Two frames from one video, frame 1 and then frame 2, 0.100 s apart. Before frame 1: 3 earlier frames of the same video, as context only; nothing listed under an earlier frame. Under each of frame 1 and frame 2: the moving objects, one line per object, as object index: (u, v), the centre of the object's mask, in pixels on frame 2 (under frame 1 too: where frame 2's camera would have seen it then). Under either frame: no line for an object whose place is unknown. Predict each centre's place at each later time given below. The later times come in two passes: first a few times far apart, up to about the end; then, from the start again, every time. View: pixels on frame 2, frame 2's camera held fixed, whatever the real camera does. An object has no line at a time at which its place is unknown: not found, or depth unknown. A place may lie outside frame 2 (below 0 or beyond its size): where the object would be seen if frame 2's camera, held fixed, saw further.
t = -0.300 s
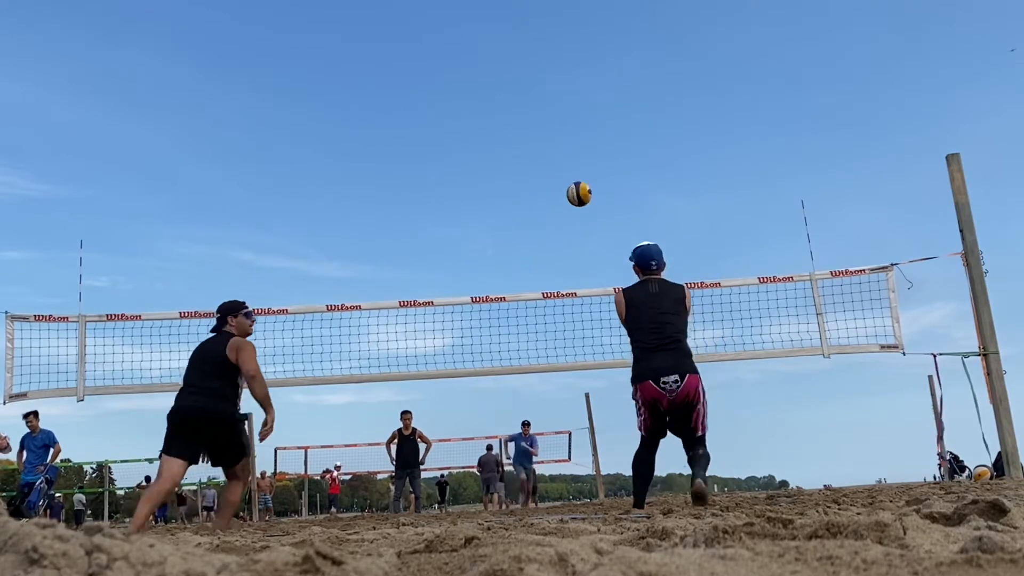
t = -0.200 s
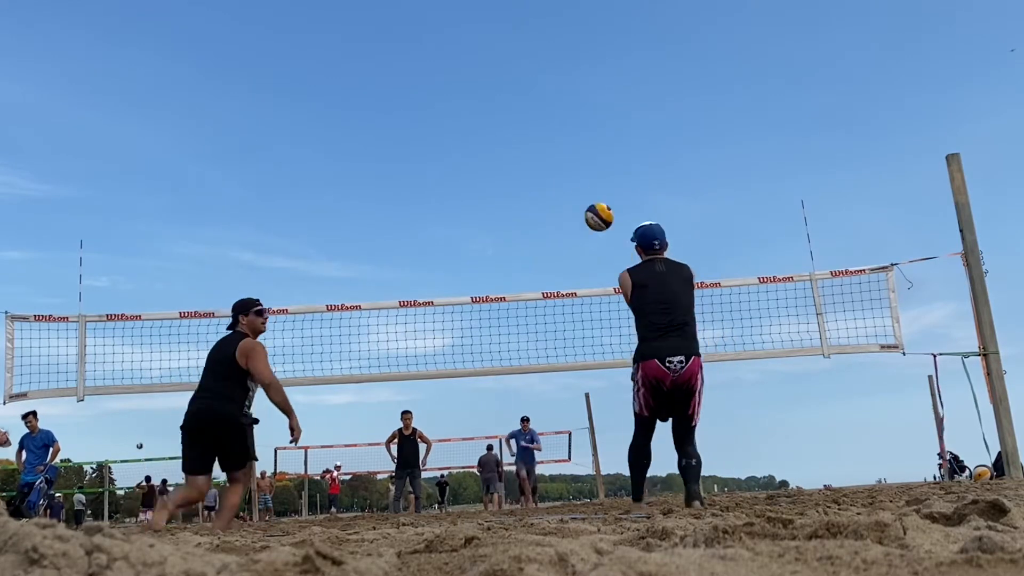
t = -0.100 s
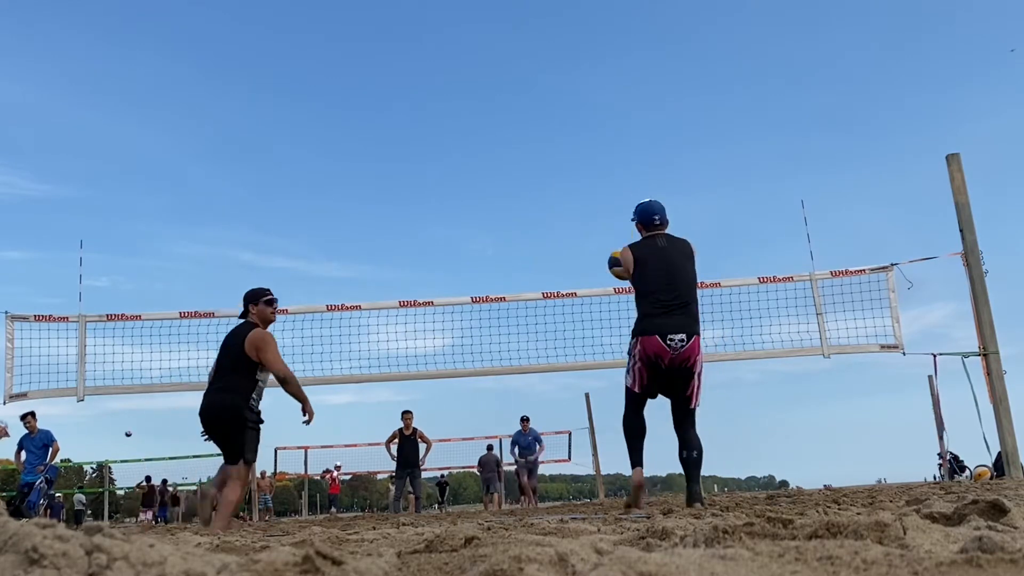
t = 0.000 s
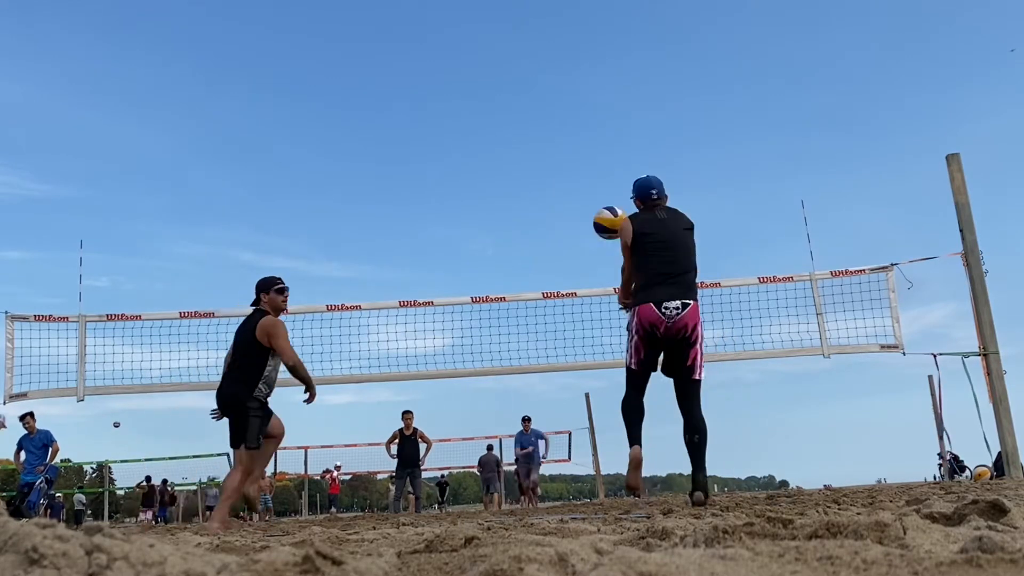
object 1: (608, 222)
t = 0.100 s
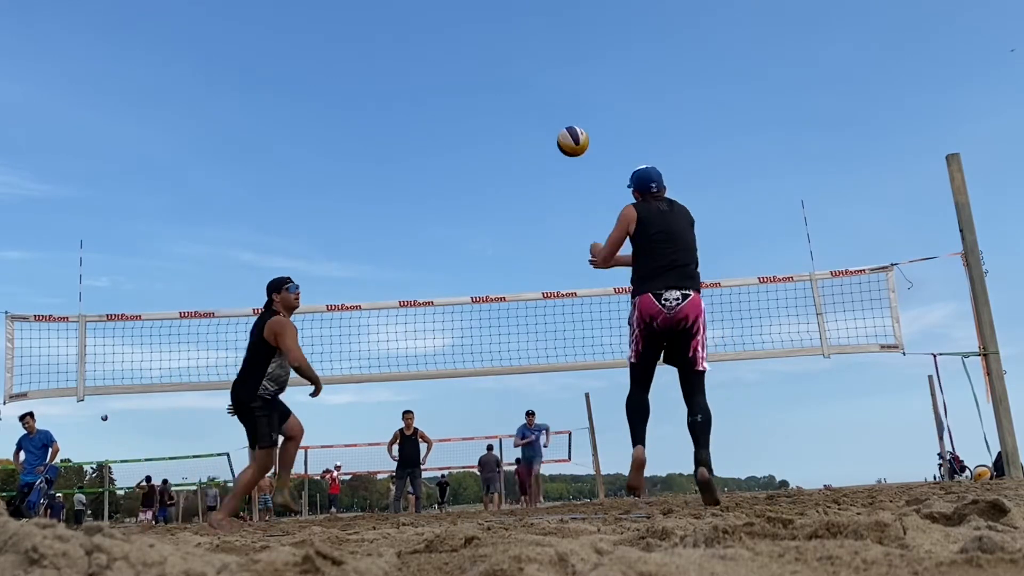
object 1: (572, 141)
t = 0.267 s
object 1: (522, 59)
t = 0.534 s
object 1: (458, 19)
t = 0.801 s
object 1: (411, 52)
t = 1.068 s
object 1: (371, 140)
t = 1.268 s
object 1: (345, 237)
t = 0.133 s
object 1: (561, 120)
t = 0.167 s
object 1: (551, 101)
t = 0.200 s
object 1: (541, 85)
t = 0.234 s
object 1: (531, 70)
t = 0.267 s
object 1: (522, 59)
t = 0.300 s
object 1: (513, 48)
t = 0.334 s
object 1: (504, 40)
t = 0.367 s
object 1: (496, 33)
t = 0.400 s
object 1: (488, 27)
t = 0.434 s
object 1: (480, 23)
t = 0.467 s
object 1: (473, 20)
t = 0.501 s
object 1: (465, 19)
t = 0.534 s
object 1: (458, 19)
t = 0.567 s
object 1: (451, 19)
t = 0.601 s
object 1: (445, 22)
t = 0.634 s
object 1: (439, 24)
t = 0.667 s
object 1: (433, 28)
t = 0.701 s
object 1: (427, 33)
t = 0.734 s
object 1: (421, 38)
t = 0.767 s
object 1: (416, 45)
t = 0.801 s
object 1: (411, 52)
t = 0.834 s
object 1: (406, 60)
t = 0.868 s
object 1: (400, 69)
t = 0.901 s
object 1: (395, 78)
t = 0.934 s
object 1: (390, 89)
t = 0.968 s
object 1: (386, 101)
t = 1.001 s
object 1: (381, 113)
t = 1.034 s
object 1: (376, 126)
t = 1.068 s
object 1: (371, 140)
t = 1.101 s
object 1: (367, 154)
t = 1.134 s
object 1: (362, 169)
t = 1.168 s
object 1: (358, 185)
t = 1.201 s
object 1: (354, 202)
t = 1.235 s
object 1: (349, 219)
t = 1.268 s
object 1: (345, 237)
